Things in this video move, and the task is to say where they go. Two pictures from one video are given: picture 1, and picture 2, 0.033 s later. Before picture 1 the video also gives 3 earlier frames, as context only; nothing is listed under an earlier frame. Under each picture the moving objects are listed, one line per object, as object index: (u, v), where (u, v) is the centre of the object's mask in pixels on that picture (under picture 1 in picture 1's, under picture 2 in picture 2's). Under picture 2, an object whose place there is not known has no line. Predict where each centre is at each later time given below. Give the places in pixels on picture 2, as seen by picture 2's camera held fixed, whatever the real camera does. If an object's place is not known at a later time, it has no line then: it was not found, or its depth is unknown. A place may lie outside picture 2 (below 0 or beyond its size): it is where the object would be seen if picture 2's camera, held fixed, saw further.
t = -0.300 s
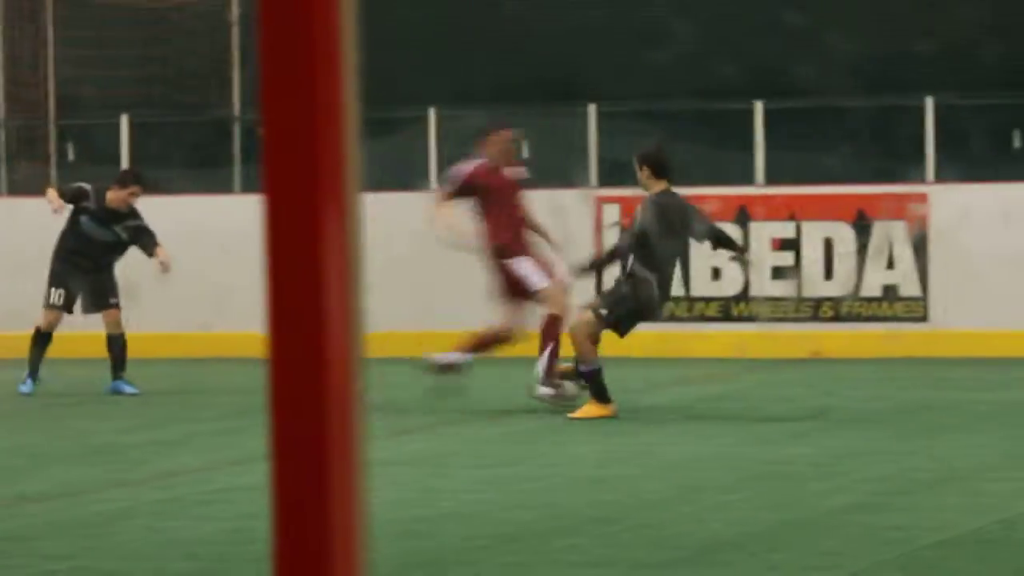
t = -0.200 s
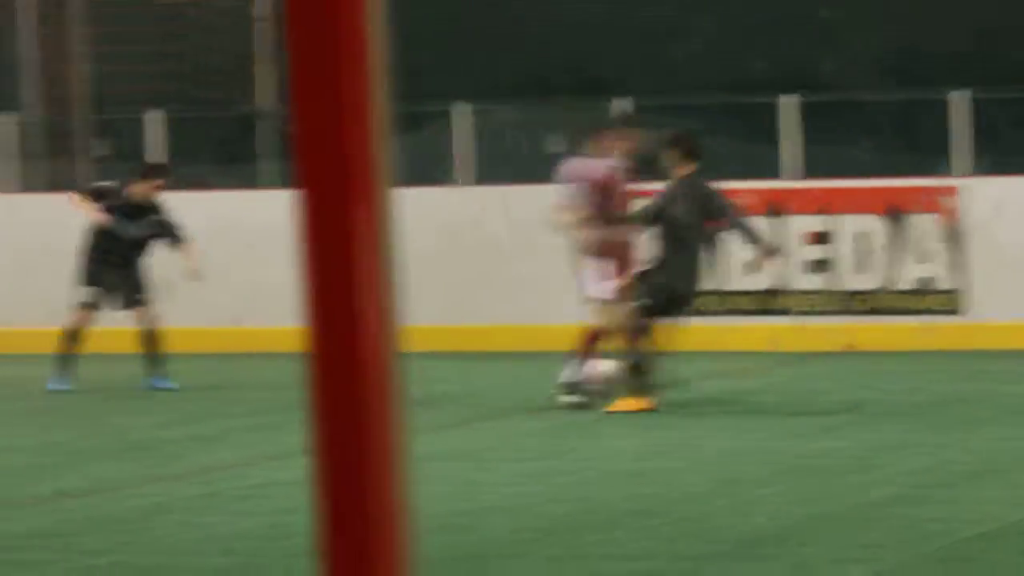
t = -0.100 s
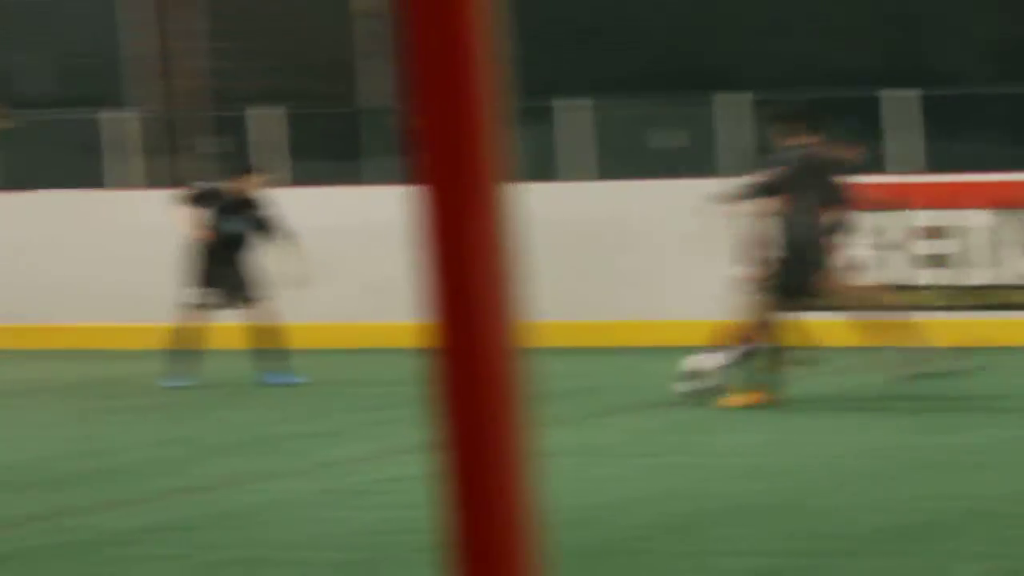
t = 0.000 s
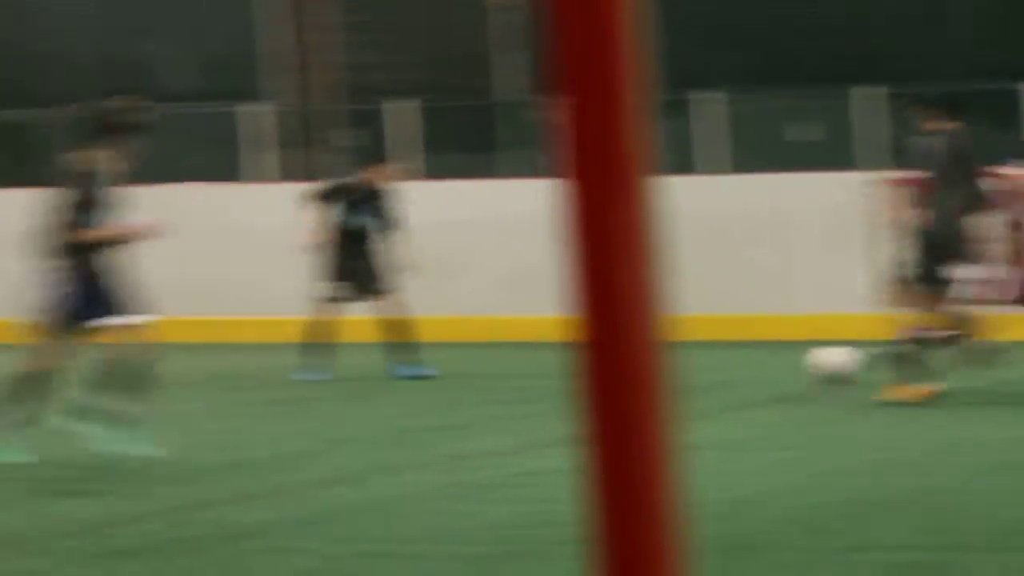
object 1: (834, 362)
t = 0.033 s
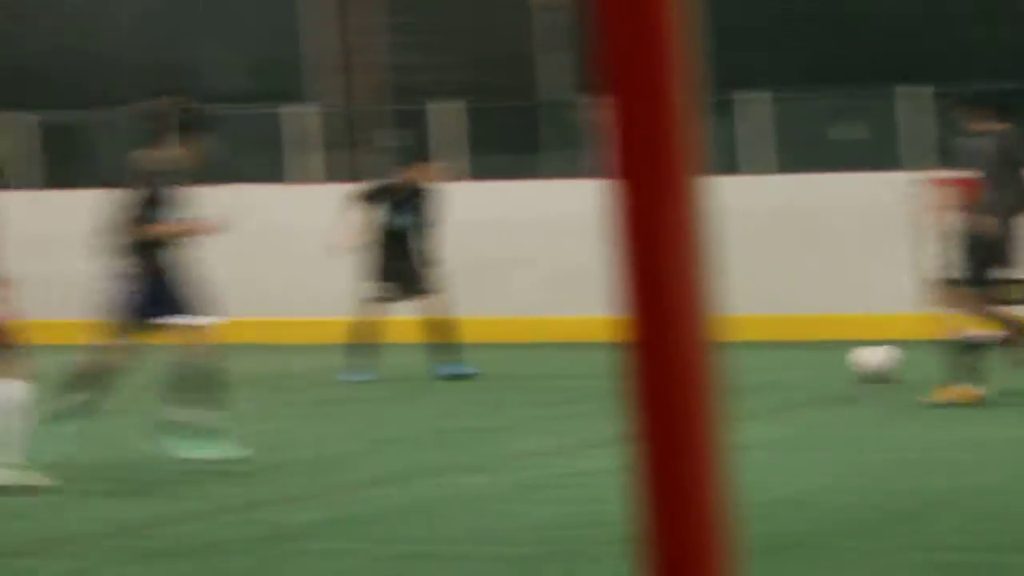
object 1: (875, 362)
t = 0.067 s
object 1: (870, 362)
